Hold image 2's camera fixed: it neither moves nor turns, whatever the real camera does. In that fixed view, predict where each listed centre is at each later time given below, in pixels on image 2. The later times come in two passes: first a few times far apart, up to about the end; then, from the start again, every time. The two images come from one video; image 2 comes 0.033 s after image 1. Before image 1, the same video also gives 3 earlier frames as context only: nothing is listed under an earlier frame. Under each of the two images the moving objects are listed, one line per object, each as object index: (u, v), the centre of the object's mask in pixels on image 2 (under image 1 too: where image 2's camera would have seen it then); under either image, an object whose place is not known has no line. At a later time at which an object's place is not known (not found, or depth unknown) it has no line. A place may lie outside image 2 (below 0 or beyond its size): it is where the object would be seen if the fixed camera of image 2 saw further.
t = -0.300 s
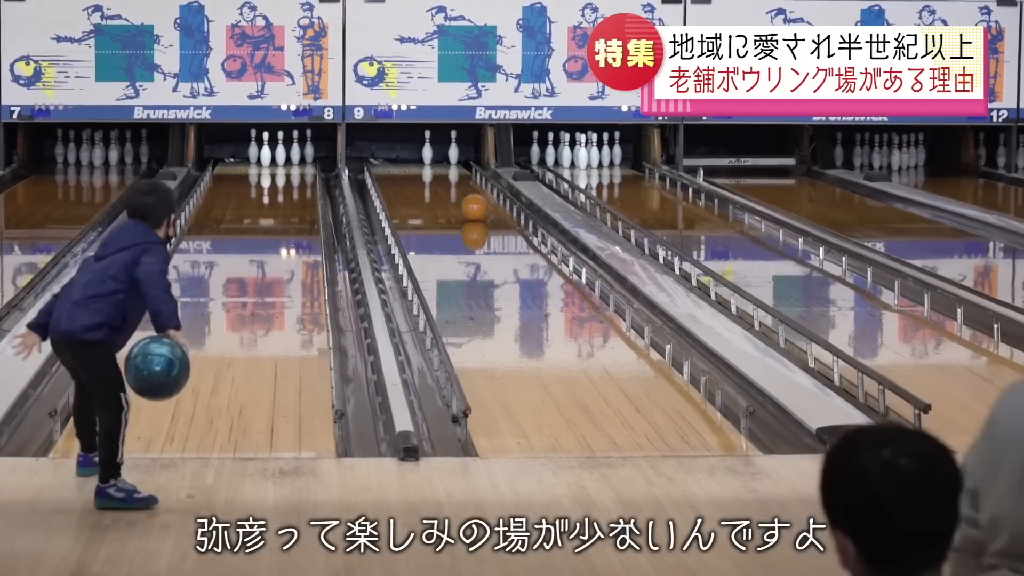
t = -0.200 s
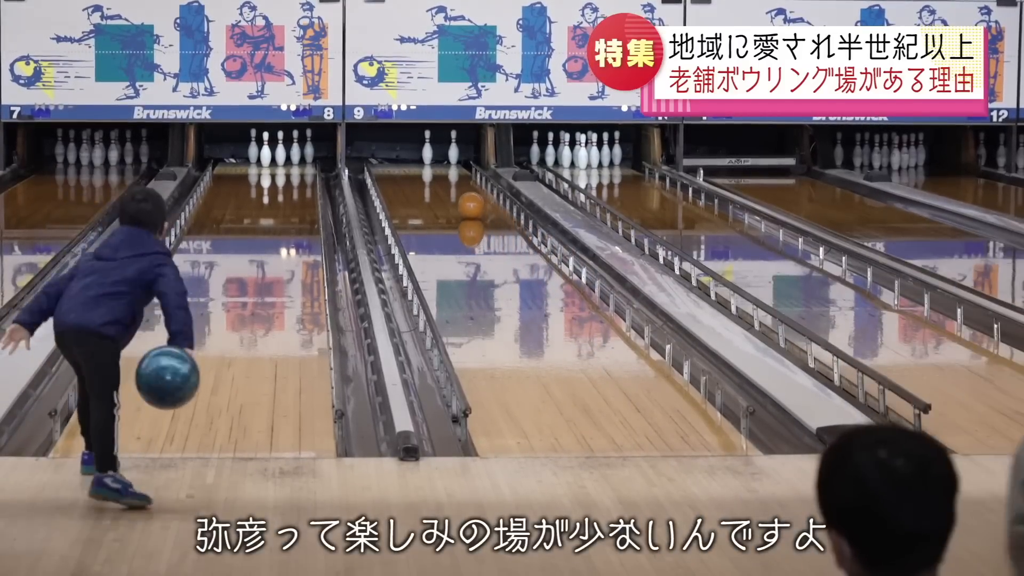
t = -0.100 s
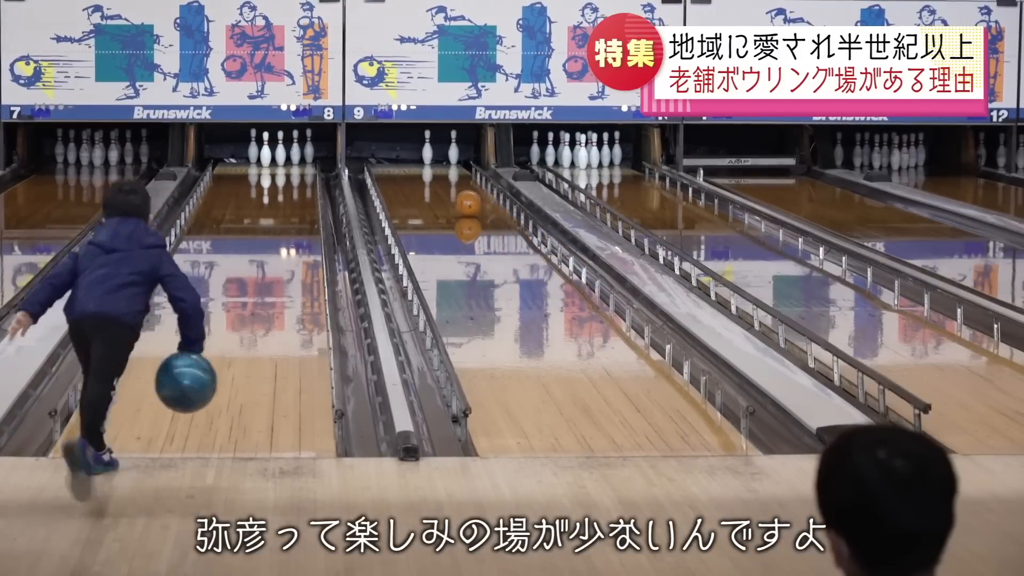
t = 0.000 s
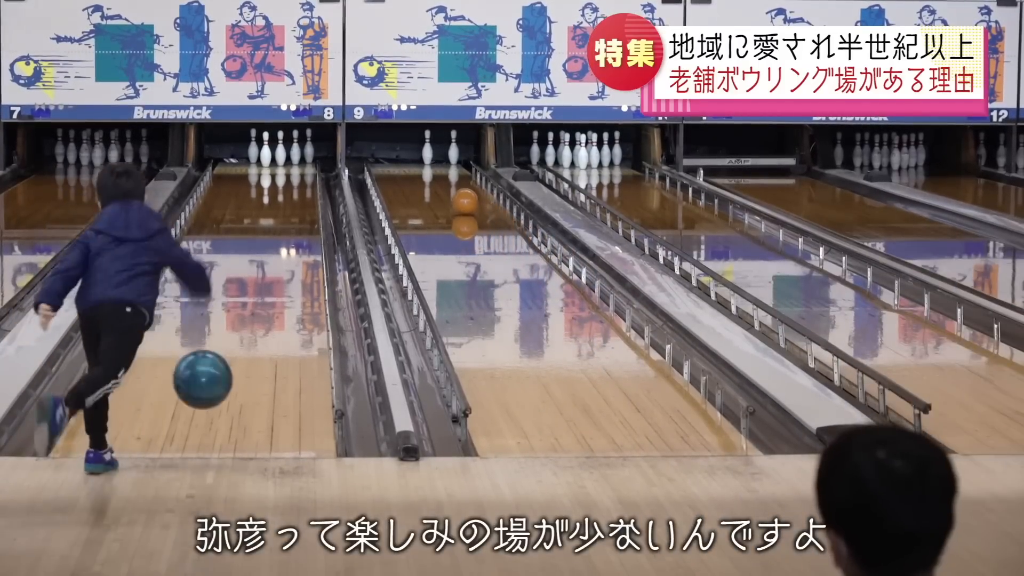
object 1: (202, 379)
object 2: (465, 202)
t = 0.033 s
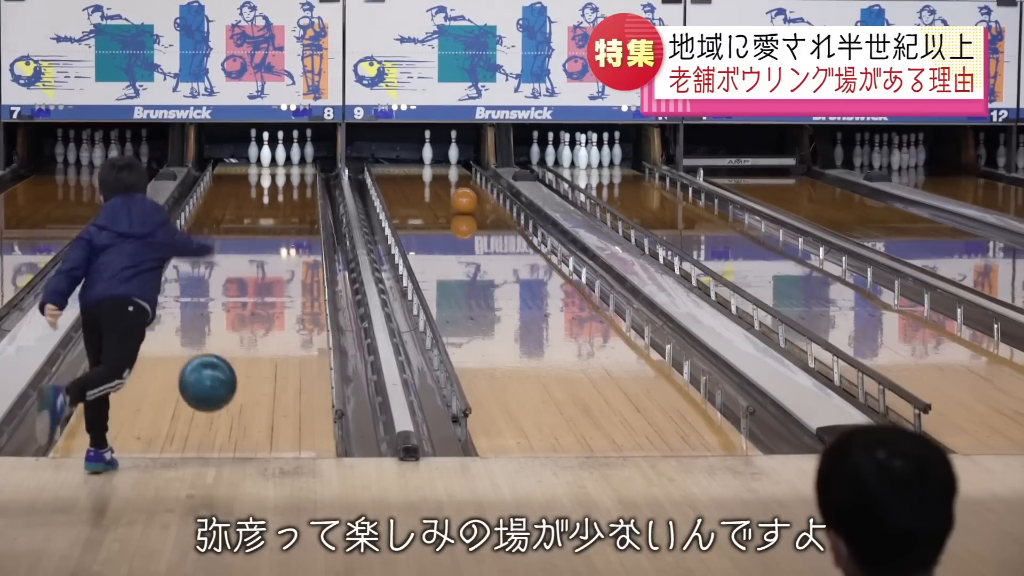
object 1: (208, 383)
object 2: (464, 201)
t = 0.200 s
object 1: (231, 401)
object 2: (459, 198)
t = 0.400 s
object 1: (255, 373)
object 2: (453, 195)
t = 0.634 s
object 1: (278, 345)
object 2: (446, 191)
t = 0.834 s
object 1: (297, 325)
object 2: (441, 187)
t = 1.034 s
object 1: (308, 308)
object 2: (436, 184)
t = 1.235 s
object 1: (297, 294)
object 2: (431, 181)
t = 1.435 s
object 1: (287, 281)
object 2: (427, 179)
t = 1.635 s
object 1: (280, 270)
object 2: (422, 176)
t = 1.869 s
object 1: (271, 258)
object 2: (417, 173)
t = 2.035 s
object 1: (266, 251)
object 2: (413, 171)
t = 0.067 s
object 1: (212, 389)
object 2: (463, 201)
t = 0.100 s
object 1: (217, 398)
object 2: (462, 200)
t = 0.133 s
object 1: (222, 409)
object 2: (461, 200)
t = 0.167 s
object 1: (226, 406)
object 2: (460, 199)
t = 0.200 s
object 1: (231, 401)
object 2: (459, 198)
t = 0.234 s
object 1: (235, 397)
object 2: (458, 197)
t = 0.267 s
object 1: (239, 392)
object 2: (457, 197)
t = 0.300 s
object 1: (243, 387)
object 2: (456, 196)
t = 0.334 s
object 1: (247, 383)
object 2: (455, 196)
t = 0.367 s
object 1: (251, 378)
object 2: (454, 195)
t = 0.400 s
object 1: (255, 373)
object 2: (453, 195)
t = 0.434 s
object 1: (259, 369)
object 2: (452, 194)
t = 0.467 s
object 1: (262, 365)
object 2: (451, 194)
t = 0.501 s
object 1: (266, 360)
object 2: (450, 193)
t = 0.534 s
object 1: (269, 357)
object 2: (449, 193)
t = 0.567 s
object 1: (272, 353)
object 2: (448, 192)
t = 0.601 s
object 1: (275, 349)
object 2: (447, 192)
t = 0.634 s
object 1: (278, 345)
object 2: (446, 191)
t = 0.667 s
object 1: (282, 342)
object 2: (445, 190)
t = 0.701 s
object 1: (285, 338)
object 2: (445, 190)
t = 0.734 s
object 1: (288, 335)
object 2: (443, 189)
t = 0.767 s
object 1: (291, 331)
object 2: (443, 188)
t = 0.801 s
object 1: (294, 328)
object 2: (442, 188)
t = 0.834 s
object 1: (297, 325)
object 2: (441, 187)
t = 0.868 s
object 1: (299, 322)
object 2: (441, 187)
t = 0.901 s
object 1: (302, 319)
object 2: (440, 187)
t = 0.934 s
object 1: (305, 316)
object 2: (439, 186)
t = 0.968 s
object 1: (307, 313)
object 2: (438, 185)
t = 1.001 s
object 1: (308, 311)
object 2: (438, 185)
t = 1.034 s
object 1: (308, 308)
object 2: (436, 184)
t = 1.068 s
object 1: (306, 305)
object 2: (436, 184)
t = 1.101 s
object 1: (304, 303)
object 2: (435, 183)
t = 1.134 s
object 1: (302, 301)
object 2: (434, 183)
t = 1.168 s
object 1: (300, 298)
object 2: (433, 182)
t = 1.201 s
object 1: (298, 296)
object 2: (432, 182)
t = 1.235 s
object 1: (297, 294)
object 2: (431, 181)
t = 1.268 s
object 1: (295, 291)
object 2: (430, 181)
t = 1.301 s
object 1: (293, 289)
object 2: (430, 181)
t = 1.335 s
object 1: (292, 287)
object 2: (429, 180)
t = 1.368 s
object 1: (290, 285)
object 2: (428, 180)
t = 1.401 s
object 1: (289, 283)
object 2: (427, 179)
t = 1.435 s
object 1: (287, 281)
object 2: (427, 179)
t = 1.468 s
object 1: (286, 280)
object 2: (426, 178)
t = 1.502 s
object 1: (285, 278)
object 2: (425, 178)
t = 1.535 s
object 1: (283, 276)
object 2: (424, 177)
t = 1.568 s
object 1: (282, 274)
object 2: (424, 177)
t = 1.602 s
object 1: (281, 272)
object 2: (423, 176)
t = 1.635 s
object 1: (280, 270)
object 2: (422, 176)
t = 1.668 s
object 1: (278, 269)
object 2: (421, 175)
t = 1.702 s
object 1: (277, 267)
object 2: (421, 175)
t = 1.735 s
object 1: (276, 265)
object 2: (420, 174)
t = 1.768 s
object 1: (274, 263)
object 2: (419, 174)
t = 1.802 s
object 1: (273, 262)
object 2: (418, 173)
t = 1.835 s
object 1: (272, 260)
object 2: (417, 173)
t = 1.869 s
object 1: (271, 258)
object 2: (417, 173)
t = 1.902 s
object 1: (270, 257)
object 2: (416, 172)
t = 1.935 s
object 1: (269, 255)
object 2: (415, 172)
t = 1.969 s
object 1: (268, 253)
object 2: (415, 171)
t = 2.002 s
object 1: (267, 252)
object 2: (414, 171)
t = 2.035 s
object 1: (266, 251)
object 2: (413, 171)
